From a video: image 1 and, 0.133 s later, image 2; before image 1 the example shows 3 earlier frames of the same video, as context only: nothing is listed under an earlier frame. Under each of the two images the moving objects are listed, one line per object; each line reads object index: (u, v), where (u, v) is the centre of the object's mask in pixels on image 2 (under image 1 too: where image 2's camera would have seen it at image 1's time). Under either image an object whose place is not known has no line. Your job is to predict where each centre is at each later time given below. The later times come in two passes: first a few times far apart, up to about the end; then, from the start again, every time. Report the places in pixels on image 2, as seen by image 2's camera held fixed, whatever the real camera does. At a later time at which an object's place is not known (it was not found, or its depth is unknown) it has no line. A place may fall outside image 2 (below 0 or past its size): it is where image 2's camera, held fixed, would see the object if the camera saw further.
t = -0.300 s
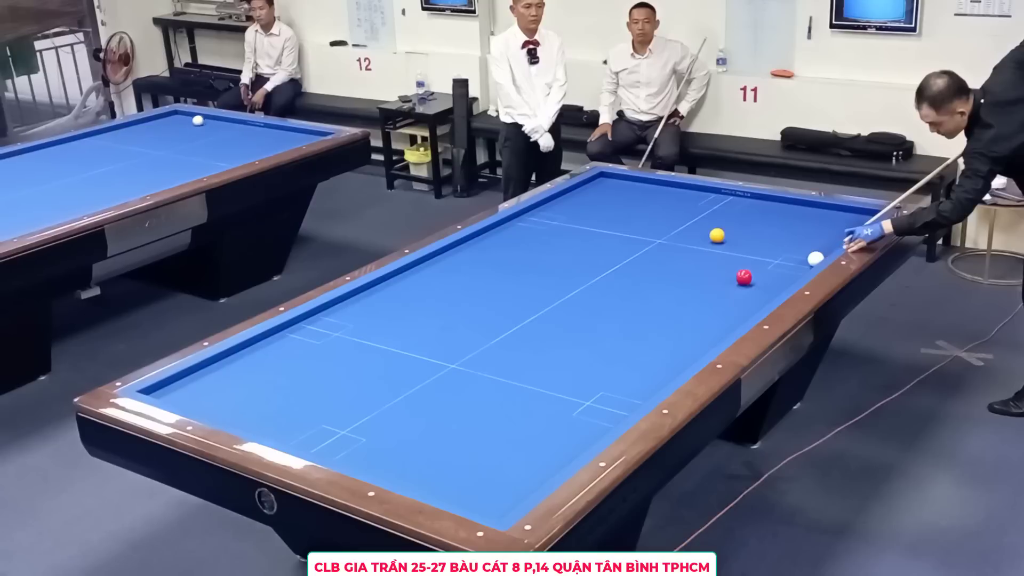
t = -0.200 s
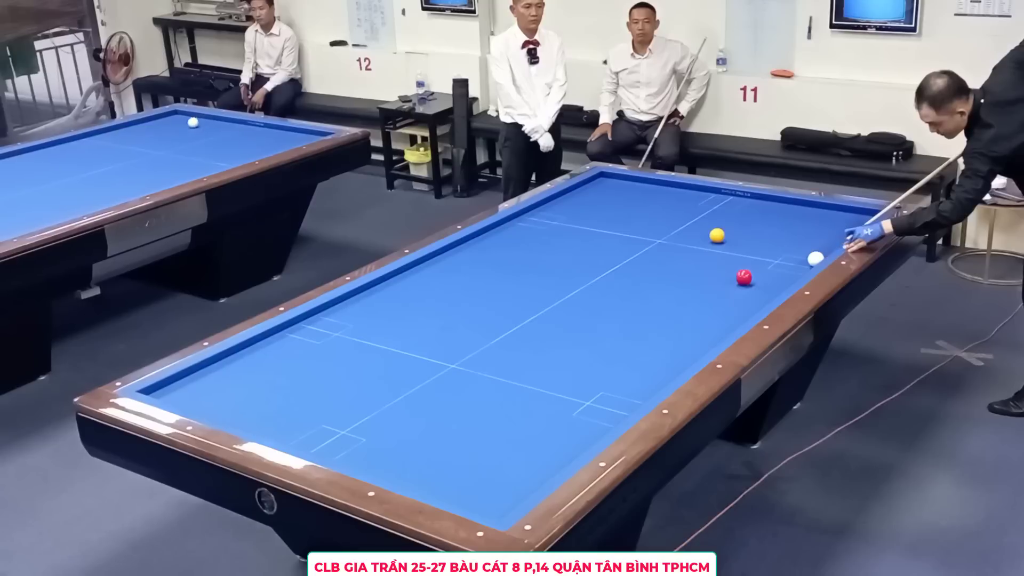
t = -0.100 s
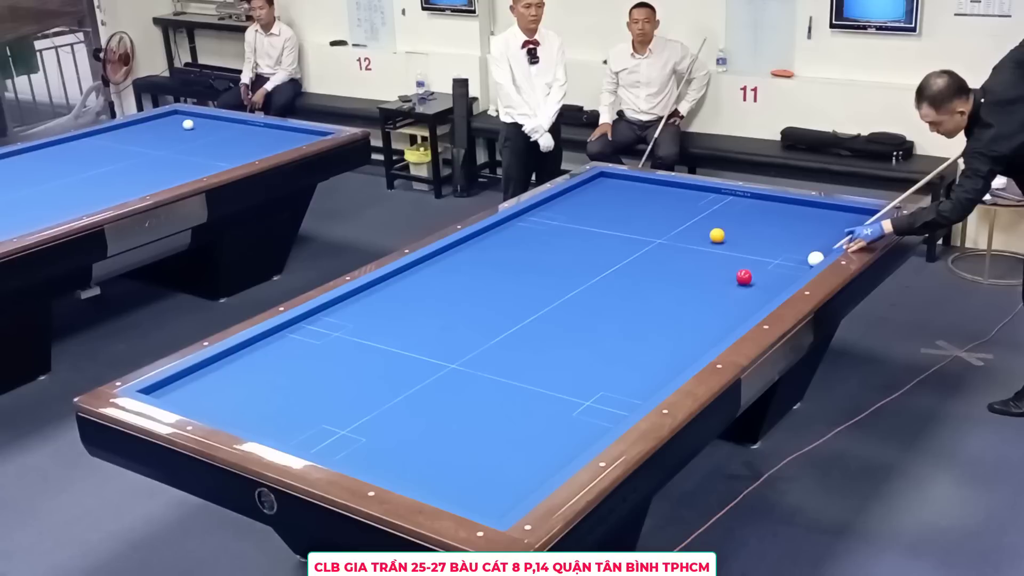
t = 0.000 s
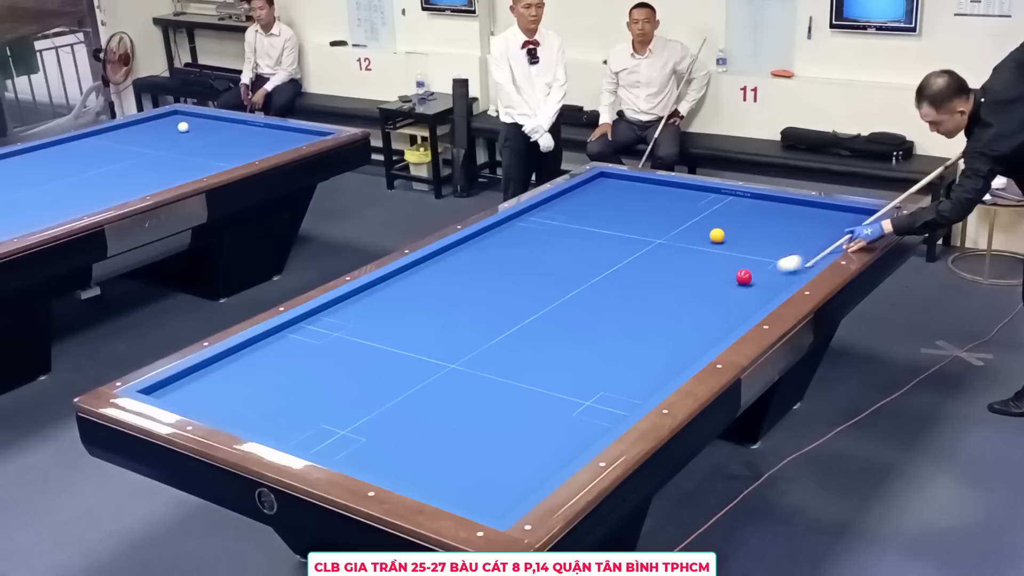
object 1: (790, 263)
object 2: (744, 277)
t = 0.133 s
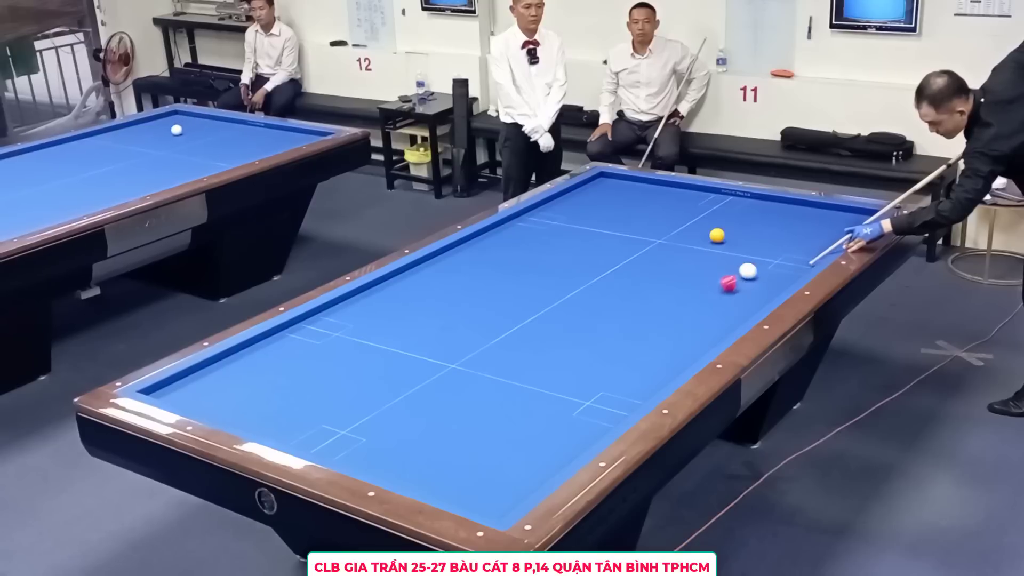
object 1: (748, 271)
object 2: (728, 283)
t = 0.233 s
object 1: (739, 267)
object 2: (700, 296)
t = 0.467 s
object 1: (728, 258)
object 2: (640, 322)
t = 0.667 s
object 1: (718, 252)
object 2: (585, 345)
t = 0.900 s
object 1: (708, 244)
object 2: (517, 375)
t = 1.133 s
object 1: (698, 237)
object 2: (441, 408)
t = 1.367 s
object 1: (689, 230)
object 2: (358, 444)
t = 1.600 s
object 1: (680, 224)
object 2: (361, 431)
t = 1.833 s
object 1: (672, 218)
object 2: (389, 405)
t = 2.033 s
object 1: (665, 213)
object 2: (411, 384)
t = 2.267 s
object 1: (658, 208)
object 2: (434, 362)
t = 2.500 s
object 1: (650, 203)
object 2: (455, 343)
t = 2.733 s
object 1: (644, 198)
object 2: (475, 324)
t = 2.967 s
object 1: (638, 194)
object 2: (492, 308)
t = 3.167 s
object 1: (633, 190)
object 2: (506, 294)
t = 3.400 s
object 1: (627, 186)
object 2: (521, 280)
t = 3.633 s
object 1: (622, 182)
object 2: (535, 267)
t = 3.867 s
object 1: (617, 179)
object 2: (548, 254)
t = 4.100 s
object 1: (612, 175)
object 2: (560, 243)
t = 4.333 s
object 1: (604, 175)
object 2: (572, 232)
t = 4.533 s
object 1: (601, 176)
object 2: (580, 224)
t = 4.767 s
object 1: (603, 177)
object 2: (590, 214)
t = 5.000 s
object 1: (605, 178)
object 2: (600, 205)
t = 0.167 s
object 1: (744, 270)
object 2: (719, 288)
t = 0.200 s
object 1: (742, 268)
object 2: (709, 292)
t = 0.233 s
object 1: (739, 267)
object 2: (700, 296)
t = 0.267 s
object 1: (738, 266)
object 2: (691, 300)
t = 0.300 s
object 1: (736, 265)
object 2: (682, 303)
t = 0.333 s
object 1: (734, 263)
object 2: (674, 307)
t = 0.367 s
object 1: (733, 262)
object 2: (665, 311)
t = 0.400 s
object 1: (731, 261)
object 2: (657, 314)
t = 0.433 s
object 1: (729, 260)
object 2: (649, 318)
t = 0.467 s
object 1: (728, 258)
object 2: (640, 322)
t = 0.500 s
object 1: (726, 257)
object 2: (631, 326)
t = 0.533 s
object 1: (724, 256)
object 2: (622, 329)
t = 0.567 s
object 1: (723, 255)
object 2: (613, 333)
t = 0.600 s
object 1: (721, 254)
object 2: (604, 337)
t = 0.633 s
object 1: (720, 252)
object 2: (595, 341)
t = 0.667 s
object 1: (718, 252)
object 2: (585, 345)
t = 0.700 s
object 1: (717, 250)
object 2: (576, 349)
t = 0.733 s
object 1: (715, 249)
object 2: (566, 353)
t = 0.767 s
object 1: (714, 248)
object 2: (557, 358)
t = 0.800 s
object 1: (712, 247)
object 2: (547, 362)
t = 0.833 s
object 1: (711, 246)
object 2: (537, 366)
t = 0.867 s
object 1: (709, 245)
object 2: (527, 370)
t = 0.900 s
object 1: (708, 244)
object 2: (517, 375)
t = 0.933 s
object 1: (706, 243)
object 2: (506, 379)
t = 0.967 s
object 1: (705, 242)
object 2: (496, 384)
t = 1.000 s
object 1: (703, 241)
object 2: (485, 388)
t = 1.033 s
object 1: (702, 240)
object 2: (474, 393)
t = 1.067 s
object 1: (701, 239)
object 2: (464, 398)
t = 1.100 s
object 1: (699, 238)
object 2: (453, 403)
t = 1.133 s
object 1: (698, 237)
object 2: (441, 408)
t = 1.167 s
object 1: (697, 236)
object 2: (430, 413)
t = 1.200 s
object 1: (695, 235)
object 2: (418, 418)
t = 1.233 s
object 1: (694, 234)
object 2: (407, 423)
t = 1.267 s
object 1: (693, 233)
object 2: (394, 428)
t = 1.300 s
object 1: (691, 232)
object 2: (382, 433)
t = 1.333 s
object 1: (690, 231)
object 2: (370, 439)
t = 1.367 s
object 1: (689, 230)
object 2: (358, 444)
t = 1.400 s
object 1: (687, 229)
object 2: (345, 449)
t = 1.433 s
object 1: (686, 228)
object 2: (334, 452)
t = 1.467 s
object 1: (685, 227)
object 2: (337, 451)
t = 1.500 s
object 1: (684, 226)
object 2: (344, 446)
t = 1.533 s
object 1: (682, 225)
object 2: (350, 440)
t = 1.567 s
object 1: (681, 225)
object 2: (356, 435)
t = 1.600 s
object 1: (680, 224)
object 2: (361, 431)
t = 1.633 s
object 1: (679, 223)
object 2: (365, 427)
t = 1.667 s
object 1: (678, 222)
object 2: (369, 423)
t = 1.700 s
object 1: (676, 221)
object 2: (373, 419)
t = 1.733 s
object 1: (675, 220)
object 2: (377, 416)
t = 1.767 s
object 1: (674, 220)
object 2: (381, 412)
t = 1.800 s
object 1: (673, 219)
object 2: (385, 408)
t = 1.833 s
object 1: (672, 218)
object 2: (389, 405)
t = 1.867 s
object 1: (670, 217)
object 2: (393, 401)
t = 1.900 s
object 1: (669, 216)
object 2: (396, 398)
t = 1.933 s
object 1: (668, 216)
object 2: (400, 394)
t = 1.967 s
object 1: (667, 215)
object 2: (404, 391)
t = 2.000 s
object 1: (666, 214)
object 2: (407, 388)
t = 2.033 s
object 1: (665, 213)
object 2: (411, 384)
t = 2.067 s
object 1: (664, 212)
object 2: (414, 381)
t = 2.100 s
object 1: (663, 212)
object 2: (418, 378)
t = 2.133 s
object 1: (662, 211)
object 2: (421, 375)
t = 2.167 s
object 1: (661, 210)
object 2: (424, 372)
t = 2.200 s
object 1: (660, 209)
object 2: (428, 369)
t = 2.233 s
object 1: (658, 209)
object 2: (431, 365)
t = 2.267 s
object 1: (658, 208)
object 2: (434, 362)
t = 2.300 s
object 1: (656, 207)
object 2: (437, 360)
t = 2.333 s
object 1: (655, 206)
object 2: (440, 357)
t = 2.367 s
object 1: (654, 206)
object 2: (443, 354)
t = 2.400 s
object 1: (653, 205)
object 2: (446, 351)
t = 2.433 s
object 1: (652, 204)
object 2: (449, 348)
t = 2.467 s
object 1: (651, 204)
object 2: (452, 345)
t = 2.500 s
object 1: (650, 203)
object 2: (455, 343)
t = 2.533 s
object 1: (650, 202)
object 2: (458, 340)
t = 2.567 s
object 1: (649, 201)
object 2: (461, 337)
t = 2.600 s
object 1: (648, 201)
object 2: (464, 334)
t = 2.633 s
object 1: (647, 200)
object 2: (466, 332)
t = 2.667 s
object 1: (646, 200)
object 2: (469, 329)
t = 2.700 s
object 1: (645, 199)
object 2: (472, 327)
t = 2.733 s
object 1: (644, 198)
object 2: (475, 324)
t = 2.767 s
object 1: (643, 198)
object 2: (477, 322)
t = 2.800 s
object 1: (642, 197)
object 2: (480, 320)
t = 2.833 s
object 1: (641, 196)
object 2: (482, 317)
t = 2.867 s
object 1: (640, 196)
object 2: (485, 315)
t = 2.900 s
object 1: (639, 195)
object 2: (487, 312)
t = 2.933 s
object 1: (639, 194)
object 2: (490, 310)
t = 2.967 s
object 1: (638, 194)
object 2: (492, 308)
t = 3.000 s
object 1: (637, 193)
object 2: (495, 305)
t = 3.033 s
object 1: (636, 192)
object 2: (497, 303)
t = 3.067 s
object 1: (635, 192)
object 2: (499, 301)
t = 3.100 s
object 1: (634, 191)
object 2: (502, 299)
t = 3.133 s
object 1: (633, 191)
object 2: (504, 297)
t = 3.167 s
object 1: (633, 190)
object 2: (506, 294)
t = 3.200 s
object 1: (632, 189)
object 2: (509, 292)
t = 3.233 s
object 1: (631, 189)
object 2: (511, 290)
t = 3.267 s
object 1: (630, 188)
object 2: (513, 288)
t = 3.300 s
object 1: (629, 188)
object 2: (515, 286)
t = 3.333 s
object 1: (628, 187)
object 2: (517, 284)
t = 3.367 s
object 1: (628, 187)
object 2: (520, 282)
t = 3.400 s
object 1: (627, 186)
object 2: (521, 280)
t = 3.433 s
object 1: (626, 185)
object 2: (524, 278)
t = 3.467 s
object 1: (625, 185)
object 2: (526, 276)
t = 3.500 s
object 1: (625, 184)
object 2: (528, 274)
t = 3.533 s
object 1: (624, 184)
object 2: (529, 272)
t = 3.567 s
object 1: (623, 183)
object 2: (531, 270)
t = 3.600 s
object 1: (622, 183)
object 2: (534, 268)
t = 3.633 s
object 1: (622, 182)
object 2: (535, 267)
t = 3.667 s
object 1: (621, 182)
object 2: (537, 265)
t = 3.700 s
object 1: (620, 181)
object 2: (539, 263)
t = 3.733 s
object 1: (620, 181)
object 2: (541, 261)
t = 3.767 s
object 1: (619, 180)
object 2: (543, 260)
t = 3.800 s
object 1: (618, 180)
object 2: (545, 258)
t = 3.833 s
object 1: (617, 179)
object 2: (547, 256)
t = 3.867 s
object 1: (617, 179)
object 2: (548, 254)
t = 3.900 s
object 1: (616, 178)
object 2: (550, 253)
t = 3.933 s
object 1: (615, 178)
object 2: (552, 251)
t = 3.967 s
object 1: (615, 177)
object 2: (553, 249)
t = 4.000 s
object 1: (614, 177)
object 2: (555, 248)
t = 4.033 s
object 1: (613, 176)
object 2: (557, 246)
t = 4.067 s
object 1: (613, 176)
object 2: (559, 244)
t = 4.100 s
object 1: (612, 175)
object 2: (560, 243)
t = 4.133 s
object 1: (611, 175)
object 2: (562, 242)
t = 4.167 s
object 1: (610, 175)
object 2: (564, 240)
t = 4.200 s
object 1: (609, 175)
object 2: (565, 238)
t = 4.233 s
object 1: (608, 175)
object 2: (567, 237)
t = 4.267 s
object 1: (607, 175)
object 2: (568, 235)
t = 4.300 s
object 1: (605, 175)
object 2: (570, 233)
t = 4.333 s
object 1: (604, 175)
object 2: (572, 232)
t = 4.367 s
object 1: (603, 175)
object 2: (573, 231)
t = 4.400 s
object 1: (602, 175)
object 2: (575, 229)
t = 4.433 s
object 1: (601, 175)
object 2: (576, 228)
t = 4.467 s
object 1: (600, 176)
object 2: (578, 226)
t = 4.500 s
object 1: (601, 176)
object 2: (579, 225)
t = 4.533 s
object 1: (601, 176)
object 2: (580, 224)
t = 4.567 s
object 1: (601, 176)
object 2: (582, 222)
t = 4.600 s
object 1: (602, 176)
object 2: (583, 221)
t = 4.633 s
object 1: (602, 176)
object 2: (585, 219)
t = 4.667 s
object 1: (602, 176)
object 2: (586, 218)
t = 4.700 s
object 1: (602, 177)
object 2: (588, 217)
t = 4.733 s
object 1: (603, 177)
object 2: (589, 215)
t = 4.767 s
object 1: (603, 177)
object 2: (590, 214)
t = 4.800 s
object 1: (603, 177)
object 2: (592, 213)
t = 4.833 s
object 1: (603, 177)
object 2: (593, 211)
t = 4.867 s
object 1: (604, 177)
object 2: (594, 210)
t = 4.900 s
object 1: (604, 177)
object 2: (596, 209)
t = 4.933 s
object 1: (604, 177)
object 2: (597, 208)
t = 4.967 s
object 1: (604, 178)
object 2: (598, 206)
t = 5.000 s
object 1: (605, 178)
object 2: (600, 205)
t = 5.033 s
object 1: (605, 178)
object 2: (601, 204)
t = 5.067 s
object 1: (605, 178)
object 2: (602, 203)
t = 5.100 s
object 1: (605, 178)
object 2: (603, 201)
